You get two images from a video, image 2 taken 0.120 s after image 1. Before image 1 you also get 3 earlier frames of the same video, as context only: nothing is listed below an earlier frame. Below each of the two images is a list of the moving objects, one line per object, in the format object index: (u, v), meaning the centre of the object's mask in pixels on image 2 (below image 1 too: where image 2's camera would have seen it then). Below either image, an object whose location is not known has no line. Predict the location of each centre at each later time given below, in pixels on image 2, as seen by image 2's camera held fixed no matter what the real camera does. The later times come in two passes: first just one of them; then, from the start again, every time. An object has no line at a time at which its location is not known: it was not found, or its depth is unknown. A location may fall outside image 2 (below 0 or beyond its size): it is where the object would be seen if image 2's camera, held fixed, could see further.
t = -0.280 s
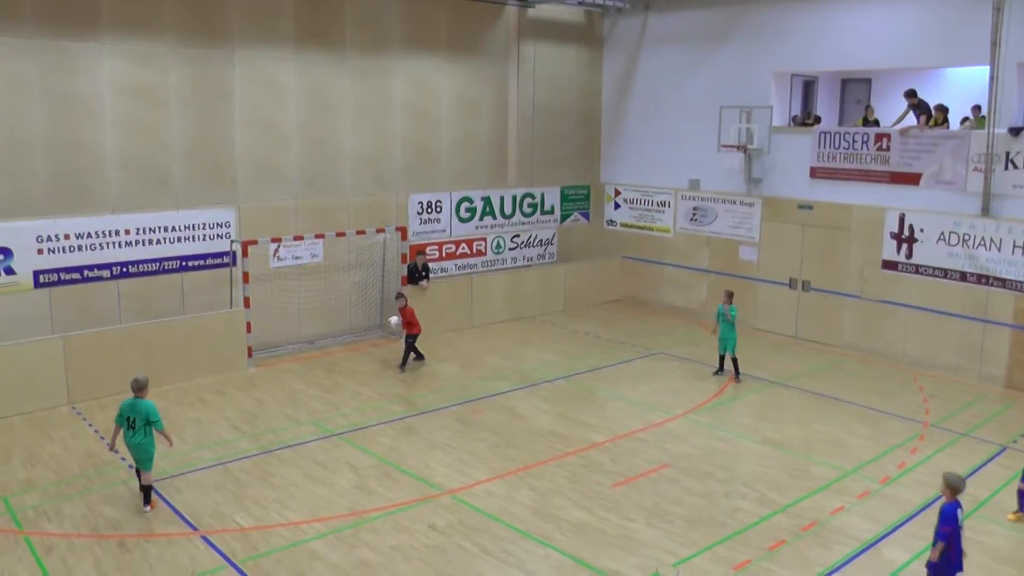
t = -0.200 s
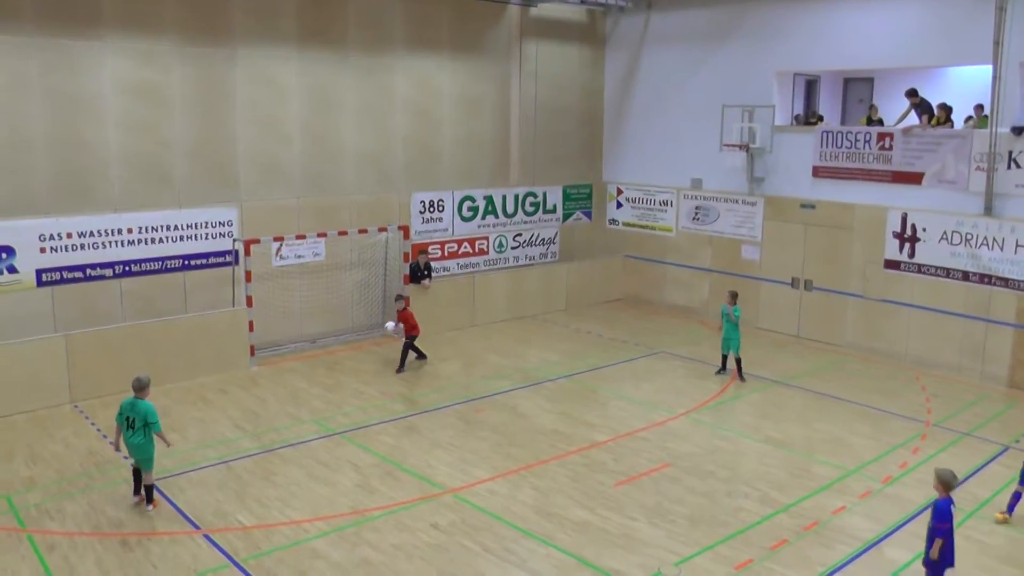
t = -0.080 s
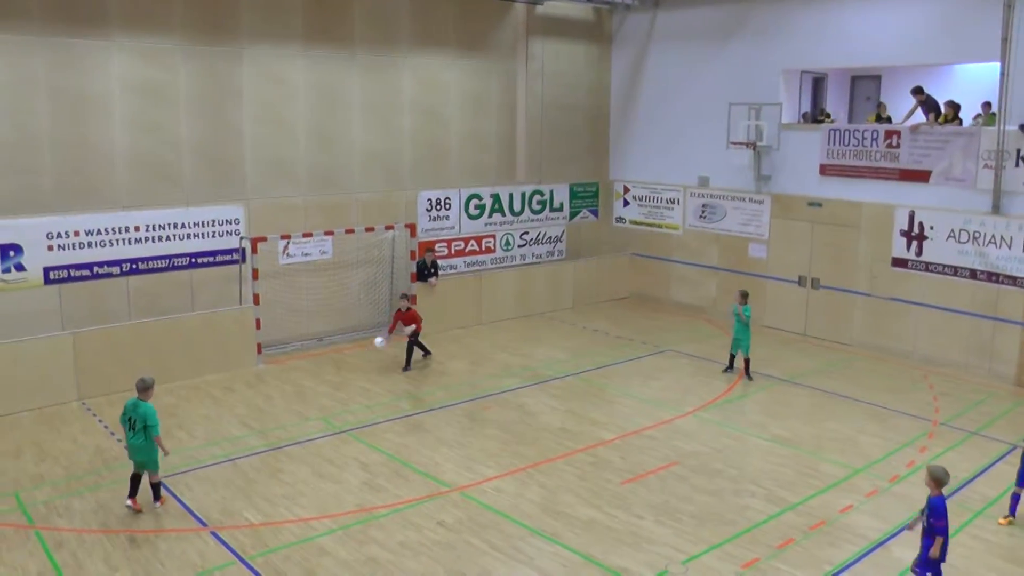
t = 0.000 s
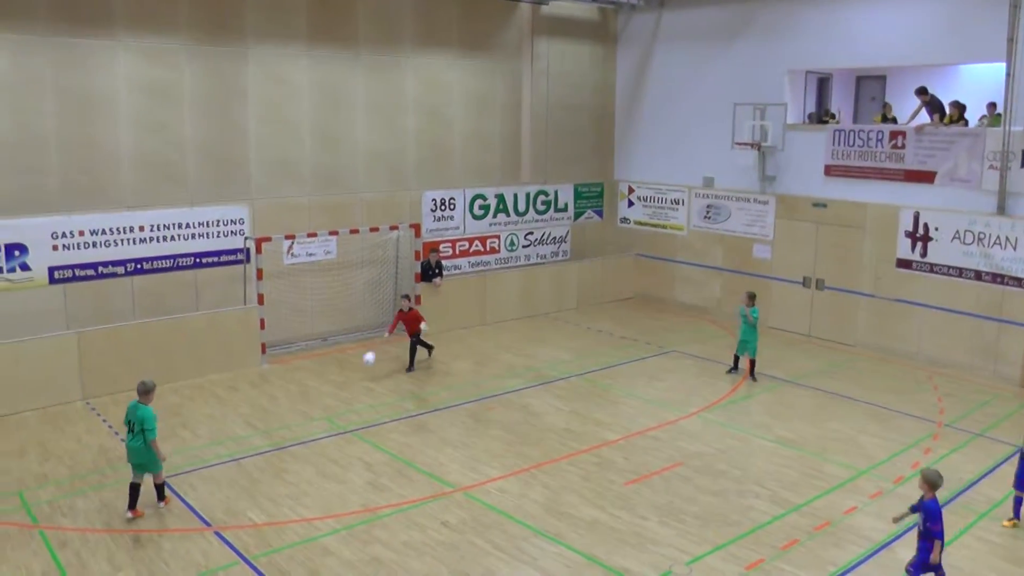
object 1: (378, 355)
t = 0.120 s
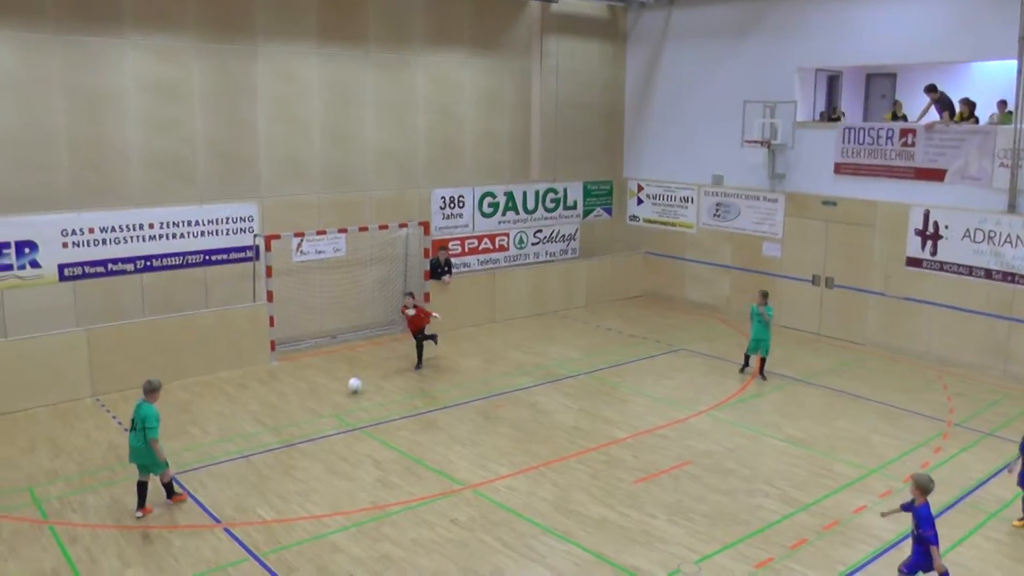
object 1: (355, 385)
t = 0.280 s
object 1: (324, 400)
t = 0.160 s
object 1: (348, 388)
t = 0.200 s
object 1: (340, 390)
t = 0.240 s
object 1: (333, 395)
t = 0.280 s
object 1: (324, 400)
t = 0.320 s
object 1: (315, 408)
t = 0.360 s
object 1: (307, 416)
